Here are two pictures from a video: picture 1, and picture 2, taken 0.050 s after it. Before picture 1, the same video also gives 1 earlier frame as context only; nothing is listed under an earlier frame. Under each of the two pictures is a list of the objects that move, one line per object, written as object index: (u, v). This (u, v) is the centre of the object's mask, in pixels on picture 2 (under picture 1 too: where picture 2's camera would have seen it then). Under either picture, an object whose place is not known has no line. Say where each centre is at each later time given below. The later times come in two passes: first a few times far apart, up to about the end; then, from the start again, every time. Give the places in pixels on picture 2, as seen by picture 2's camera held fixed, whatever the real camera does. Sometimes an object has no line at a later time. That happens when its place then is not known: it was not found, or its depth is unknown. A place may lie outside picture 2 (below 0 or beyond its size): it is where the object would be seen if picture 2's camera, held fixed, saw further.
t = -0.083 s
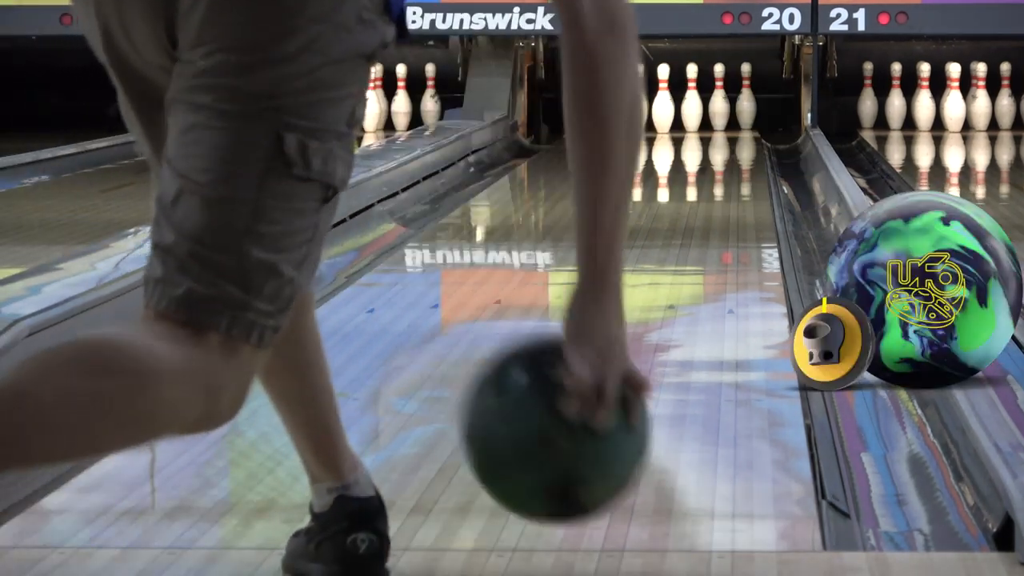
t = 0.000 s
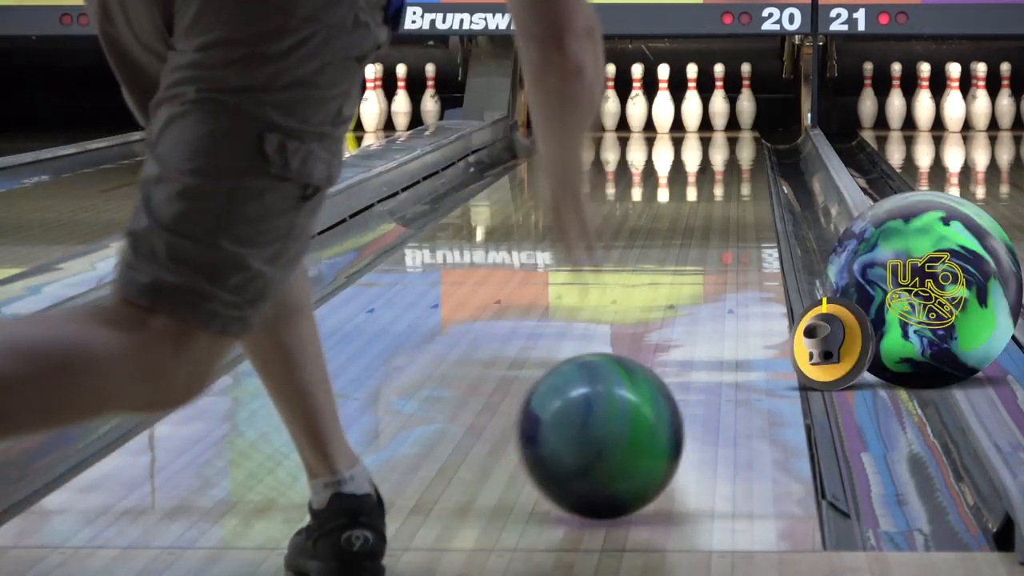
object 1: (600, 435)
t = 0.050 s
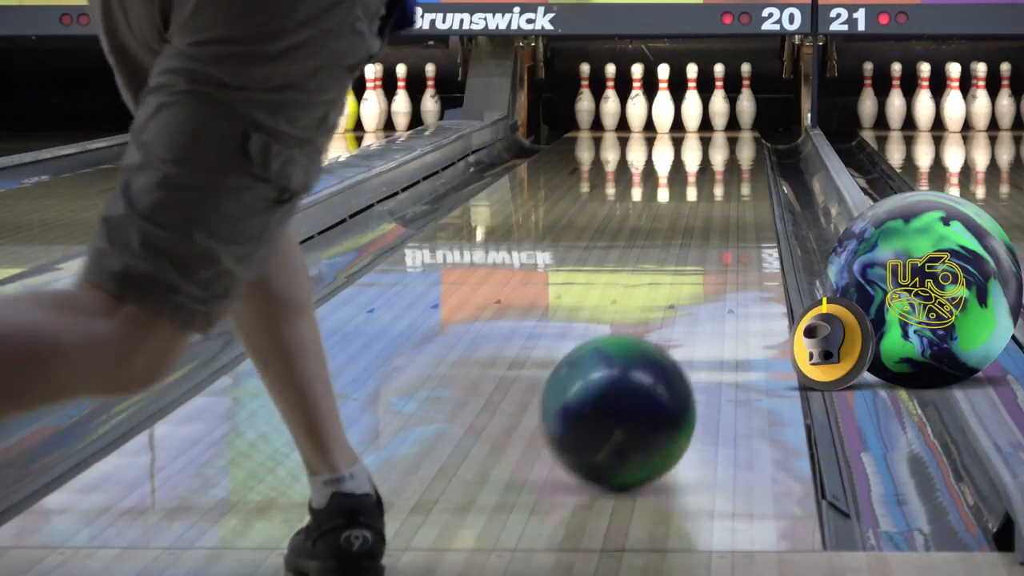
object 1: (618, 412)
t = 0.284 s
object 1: (674, 322)
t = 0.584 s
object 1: (713, 249)
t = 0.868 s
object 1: (732, 206)
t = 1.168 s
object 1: (741, 175)
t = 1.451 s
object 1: (742, 154)
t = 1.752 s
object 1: (737, 138)
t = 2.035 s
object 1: (714, 126)
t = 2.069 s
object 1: (710, 125)
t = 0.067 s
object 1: (623, 405)
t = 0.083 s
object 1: (628, 396)
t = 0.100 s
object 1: (632, 390)
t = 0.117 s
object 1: (638, 382)
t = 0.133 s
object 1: (642, 375)
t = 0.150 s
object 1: (646, 369)
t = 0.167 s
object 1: (650, 362)
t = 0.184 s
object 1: (654, 356)
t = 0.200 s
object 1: (657, 350)
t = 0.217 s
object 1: (661, 344)
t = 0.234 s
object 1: (664, 339)
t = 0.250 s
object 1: (668, 333)
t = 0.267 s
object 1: (671, 328)
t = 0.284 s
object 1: (674, 322)
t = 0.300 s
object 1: (677, 317)
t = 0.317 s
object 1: (680, 312)
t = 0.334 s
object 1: (683, 307)
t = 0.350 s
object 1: (685, 302)
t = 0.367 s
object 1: (688, 298)
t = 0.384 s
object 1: (690, 293)
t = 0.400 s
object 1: (692, 289)
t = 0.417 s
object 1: (695, 285)
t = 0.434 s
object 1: (697, 281)
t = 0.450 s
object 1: (699, 277)
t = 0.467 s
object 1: (701, 273)
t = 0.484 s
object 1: (703, 269)
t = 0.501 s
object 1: (705, 266)
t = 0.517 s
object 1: (706, 262)
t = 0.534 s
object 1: (708, 259)
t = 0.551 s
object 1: (710, 255)
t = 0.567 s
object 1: (711, 253)
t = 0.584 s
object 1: (713, 249)
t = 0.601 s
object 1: (714, 246)
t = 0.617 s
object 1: (716, 243)
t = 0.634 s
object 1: (718, 240)
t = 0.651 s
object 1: (719, 238)
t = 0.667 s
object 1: (720, 235)
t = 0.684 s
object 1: (721, 232)
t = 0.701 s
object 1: (723, 230)
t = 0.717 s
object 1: (724, 227)
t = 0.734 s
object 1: (725, 224)
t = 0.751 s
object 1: (726, 222)
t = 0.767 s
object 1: (727, 220)
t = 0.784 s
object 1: (728, 217)
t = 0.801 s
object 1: (729, 215)
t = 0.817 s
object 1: (730, 213)
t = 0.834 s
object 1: (730, 210)
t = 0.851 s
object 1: (731, 208)
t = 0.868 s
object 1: (732, 206)
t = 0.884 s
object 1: (733, 204)
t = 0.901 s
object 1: (734, 202)
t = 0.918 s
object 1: (734, 200)
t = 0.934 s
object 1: (735, 198)
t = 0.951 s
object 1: (736, 196)
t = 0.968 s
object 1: (736, 194)
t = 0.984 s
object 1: (737, 192)
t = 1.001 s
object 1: (738, 190)
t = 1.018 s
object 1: (738, 189)
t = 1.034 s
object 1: (738, 187)
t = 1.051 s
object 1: (739, 185)
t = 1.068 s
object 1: (739, 184)
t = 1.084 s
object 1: (739, 183)
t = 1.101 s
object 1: (740, 181)
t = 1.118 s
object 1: (740, 179)
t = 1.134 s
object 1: (740, 178)
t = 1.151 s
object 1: (741, 177)
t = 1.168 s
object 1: (741, 175)
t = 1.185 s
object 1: (741, 174)
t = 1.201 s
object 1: (742, 172)
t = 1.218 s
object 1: (742, 171)
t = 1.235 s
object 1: (742, 169)
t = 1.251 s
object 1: (742, 168)
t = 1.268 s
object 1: (742, 167)
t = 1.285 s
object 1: (742, 165)
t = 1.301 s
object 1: (742, 164)
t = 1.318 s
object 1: (742, 163)
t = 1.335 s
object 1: (742, 162)
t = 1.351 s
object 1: (742, 161)
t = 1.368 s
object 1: (742, 159)
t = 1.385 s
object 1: (743, 159)
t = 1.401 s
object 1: (743, 157)
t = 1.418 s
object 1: (743, 157)
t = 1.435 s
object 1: (742, 155)
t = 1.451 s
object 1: (742, 154)
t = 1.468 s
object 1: (742, 153)
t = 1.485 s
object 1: (742, 152)
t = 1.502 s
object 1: (742, 152)
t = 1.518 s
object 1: (742, 151)
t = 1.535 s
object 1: (742, 150)
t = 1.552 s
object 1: (742, 148)
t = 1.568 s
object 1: (742, 147)
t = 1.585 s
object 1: (742, 147)
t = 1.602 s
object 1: (741, 145)
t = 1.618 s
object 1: (741, 145)
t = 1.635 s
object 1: (740, 144)
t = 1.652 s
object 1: (740, 143)
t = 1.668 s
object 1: (740, 142)
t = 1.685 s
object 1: (740, 142)
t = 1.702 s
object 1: (739, 140)
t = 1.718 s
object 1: (739, 140)
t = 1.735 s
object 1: (737, 139)
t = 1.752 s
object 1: (737, 138)
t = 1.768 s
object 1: (736, 137)
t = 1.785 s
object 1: (735, 136)
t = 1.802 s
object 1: (734, 135)
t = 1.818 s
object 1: (733, 135)
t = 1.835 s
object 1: (732, 134)
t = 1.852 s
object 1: (731, 133)
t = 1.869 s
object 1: (730, 133)
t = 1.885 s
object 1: (728, 132)
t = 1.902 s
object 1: (727, 131)
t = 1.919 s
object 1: (726, 131)
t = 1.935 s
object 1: (725, 130)
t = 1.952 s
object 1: (723, 129)
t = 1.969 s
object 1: (721, 129)
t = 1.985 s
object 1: (720, 128)
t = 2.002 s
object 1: (718, 128)
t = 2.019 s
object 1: (716, 127)
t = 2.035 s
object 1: (714, 126)
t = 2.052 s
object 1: (712, 126)
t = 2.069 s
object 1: (710, 125)
